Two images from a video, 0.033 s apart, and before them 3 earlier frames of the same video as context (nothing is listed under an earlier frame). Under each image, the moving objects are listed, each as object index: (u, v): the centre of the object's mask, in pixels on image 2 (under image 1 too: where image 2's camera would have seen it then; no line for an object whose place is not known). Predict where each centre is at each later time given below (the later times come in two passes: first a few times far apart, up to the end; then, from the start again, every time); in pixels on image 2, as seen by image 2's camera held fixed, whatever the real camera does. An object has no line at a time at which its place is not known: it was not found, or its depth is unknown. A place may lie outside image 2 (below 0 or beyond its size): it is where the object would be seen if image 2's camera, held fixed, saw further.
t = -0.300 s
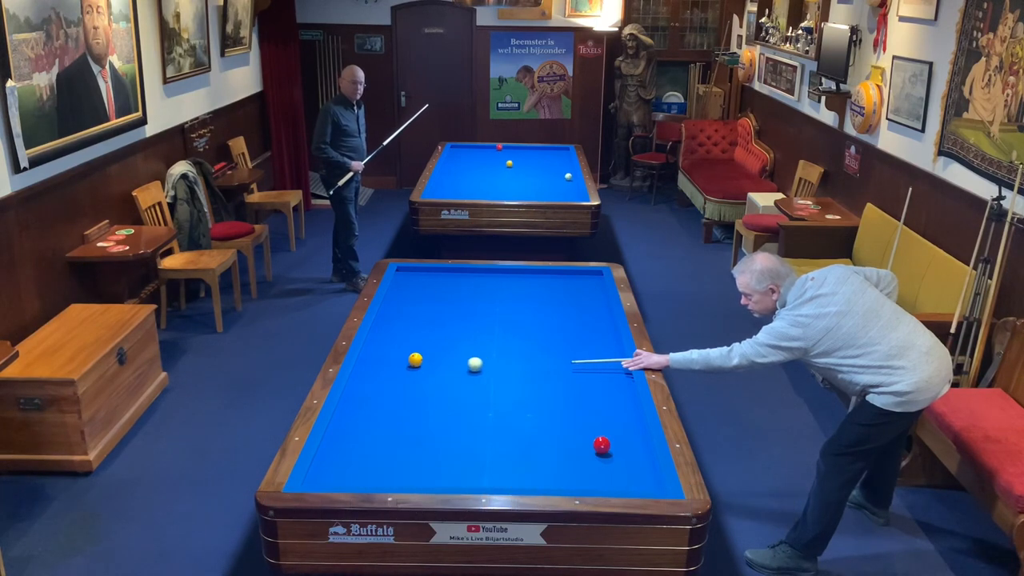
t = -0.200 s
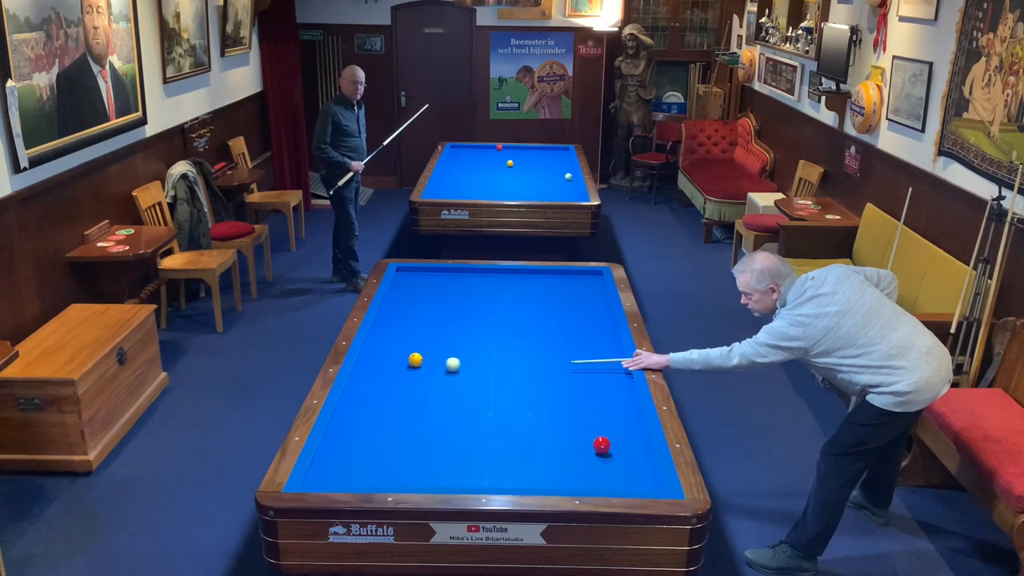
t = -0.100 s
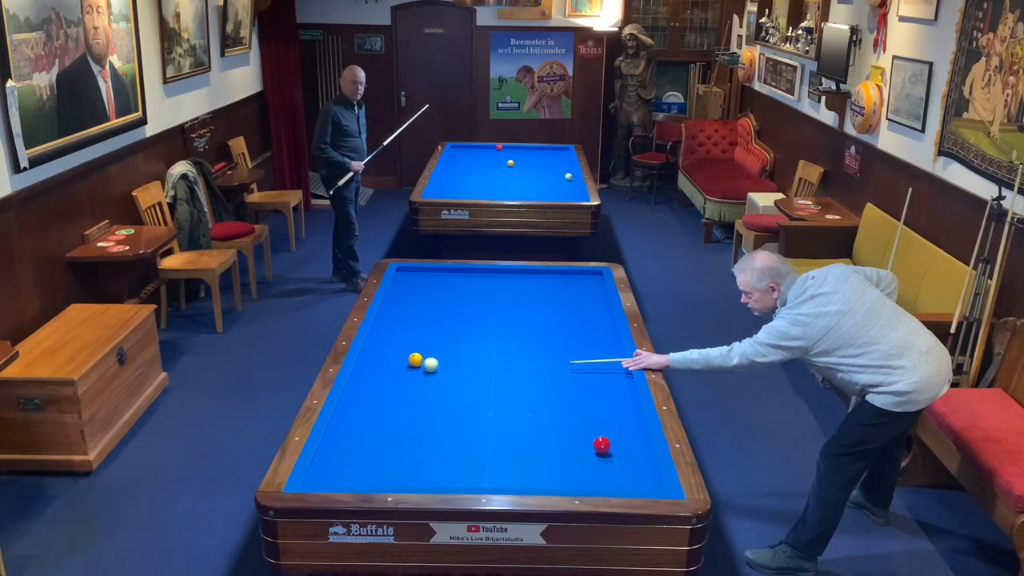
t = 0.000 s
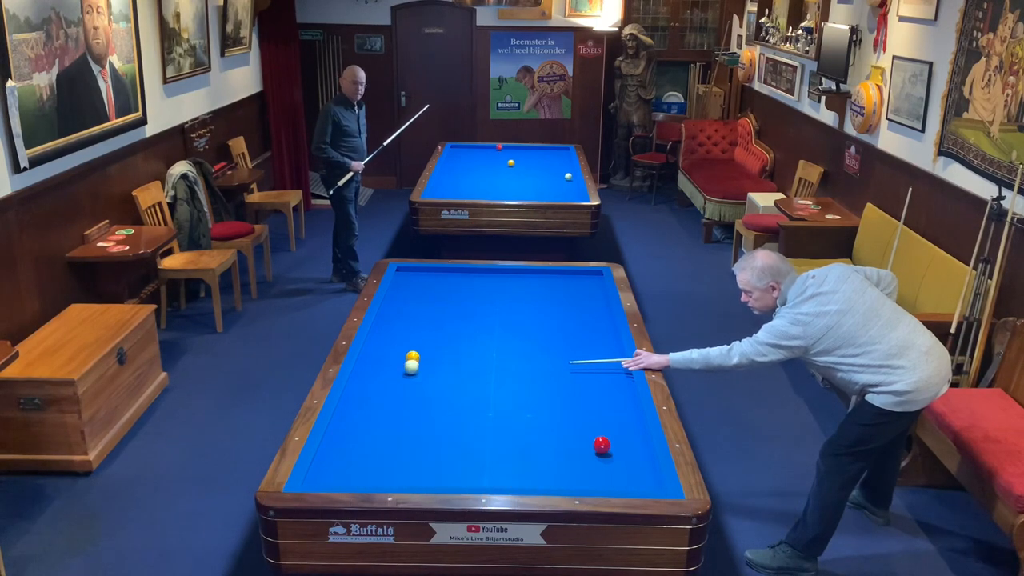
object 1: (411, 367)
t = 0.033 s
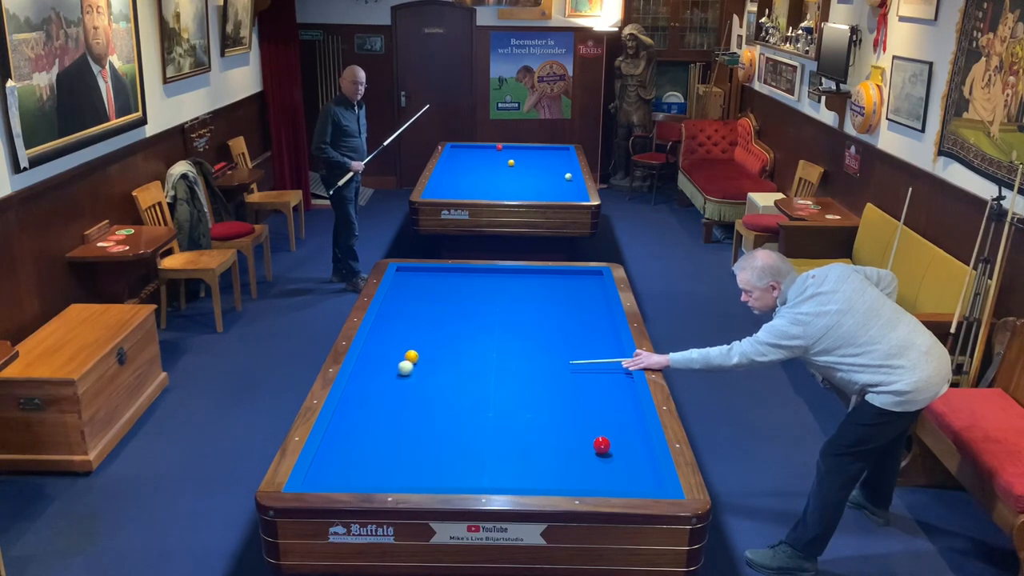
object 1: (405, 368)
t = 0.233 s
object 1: (368, 374)
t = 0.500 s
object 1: (378, 382)
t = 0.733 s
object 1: (399, 388)
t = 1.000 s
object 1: (423, 396)
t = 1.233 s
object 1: (444, 402)
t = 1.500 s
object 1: (468, 410)
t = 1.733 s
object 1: (489, 417)
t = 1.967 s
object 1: (510, 424)
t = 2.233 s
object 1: (534, 431)
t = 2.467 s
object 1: (554, 438)
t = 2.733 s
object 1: (578, 445)
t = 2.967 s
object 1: (591, 453)
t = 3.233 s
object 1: (602, 461)
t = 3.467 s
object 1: (612, 469)
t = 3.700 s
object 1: (621, 477)
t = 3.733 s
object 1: (623, 478)
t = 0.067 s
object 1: (399, 369)
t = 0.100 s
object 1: (393, 370)
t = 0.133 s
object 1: (386, 371)
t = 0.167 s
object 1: (380, 372)
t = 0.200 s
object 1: (374, 373)
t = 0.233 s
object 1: (368, 374)
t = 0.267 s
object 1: (362, 375)
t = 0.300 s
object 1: (357, 376)
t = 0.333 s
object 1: (362, 377)
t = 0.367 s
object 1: (366, 378)
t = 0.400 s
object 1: (369, 379)
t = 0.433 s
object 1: (373, 380)
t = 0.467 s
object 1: (376, 381)
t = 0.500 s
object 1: (378, 382)
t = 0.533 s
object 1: (381, 382)
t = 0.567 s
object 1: (385, 384)
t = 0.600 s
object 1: (387, 385)
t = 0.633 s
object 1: (390, 386)
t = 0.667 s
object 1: (393, 386)
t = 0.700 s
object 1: (396, 387)
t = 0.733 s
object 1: (399, 388)
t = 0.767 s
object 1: (402, 389)
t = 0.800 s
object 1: (405, 390)
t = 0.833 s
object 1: (408, 391)
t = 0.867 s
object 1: (411, 392)
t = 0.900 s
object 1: (414, 393)
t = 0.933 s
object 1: (417, 394)
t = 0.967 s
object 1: (420, 395)
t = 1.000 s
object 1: (423, 396)
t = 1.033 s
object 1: (426, 397)
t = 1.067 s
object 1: (429, 398)
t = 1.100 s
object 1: (432, 399)
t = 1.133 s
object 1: (435, 400)
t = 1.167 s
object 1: (438, 400)
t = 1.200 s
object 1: (441, 401)
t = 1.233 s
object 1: (444, 402)
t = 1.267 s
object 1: (447, 403)
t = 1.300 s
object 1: (450, 404)
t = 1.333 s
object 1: (453, 405)
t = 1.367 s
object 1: (456, 406)
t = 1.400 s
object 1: (459, 407)
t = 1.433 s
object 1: (462, 408)
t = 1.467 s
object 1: (465, 409)
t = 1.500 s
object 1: (468, 410)
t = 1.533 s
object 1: (471, 411)
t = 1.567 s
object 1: (474, 412)
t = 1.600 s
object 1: (477, 413)
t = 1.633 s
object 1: (480, 414)
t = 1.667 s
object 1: (483, 415)
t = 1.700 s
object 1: (486, 416)
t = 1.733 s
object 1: (489, 417)
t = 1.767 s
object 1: (492, 418)
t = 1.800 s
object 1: (495, 419)
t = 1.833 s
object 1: (498, 420)
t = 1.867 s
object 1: (501, 421)
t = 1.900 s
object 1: (504, 422)
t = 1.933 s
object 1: (507, 422)
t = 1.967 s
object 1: (510, 424)
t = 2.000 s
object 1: (513, 424)
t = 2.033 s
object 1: (516, 425)
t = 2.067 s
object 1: (519, 426)
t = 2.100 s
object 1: (522, 427)
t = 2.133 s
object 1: (525, 428)
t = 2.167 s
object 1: (528, 429)
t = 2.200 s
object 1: (531, 430)
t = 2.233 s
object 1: (534, 431)
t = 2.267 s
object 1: (537, 432)
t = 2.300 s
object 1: (540, 433)
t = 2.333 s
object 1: (543, 434)
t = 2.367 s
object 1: (546, 435)
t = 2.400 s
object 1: (549, 436)
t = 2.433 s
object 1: (552, 437)
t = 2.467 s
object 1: (554, 438)
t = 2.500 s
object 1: (557, 439)
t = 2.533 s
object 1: (560, 440)
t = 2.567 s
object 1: (563, 440)
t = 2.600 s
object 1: (566, 442)
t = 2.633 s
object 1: (569, 442)
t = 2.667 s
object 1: (572, 443)
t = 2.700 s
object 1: (575, 444)
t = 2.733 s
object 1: (578, 445)
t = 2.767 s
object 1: (581, 446)
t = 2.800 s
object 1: (584, 447)
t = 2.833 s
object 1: (586, 448)
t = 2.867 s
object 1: (587, 449)
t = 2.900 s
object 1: (588, 450)
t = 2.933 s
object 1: (590, 452)
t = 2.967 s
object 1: (591, 453)
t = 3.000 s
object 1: (593, 454)
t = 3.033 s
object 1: (594, 455)
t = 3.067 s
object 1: (595, 456)
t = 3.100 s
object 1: (597, 457)
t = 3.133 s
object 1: (598, 458)
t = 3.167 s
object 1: (599, 459)
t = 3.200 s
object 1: (601, 460)
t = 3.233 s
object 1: (602, 461)
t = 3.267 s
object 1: (603, 463)
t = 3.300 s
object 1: (605, 464)
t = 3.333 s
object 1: (606, 465)
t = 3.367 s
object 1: (608, 466)
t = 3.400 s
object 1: (609, 467)
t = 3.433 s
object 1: (611, 468)
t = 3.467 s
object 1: (612, 469)
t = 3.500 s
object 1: (613, 470)
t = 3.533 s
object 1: (615, 471)
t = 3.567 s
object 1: (616, 472)
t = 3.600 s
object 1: (617, 473)
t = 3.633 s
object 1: (619, 475)
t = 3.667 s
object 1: (620, 476)
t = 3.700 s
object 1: (621, 477)
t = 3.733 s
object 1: (623, 478)
